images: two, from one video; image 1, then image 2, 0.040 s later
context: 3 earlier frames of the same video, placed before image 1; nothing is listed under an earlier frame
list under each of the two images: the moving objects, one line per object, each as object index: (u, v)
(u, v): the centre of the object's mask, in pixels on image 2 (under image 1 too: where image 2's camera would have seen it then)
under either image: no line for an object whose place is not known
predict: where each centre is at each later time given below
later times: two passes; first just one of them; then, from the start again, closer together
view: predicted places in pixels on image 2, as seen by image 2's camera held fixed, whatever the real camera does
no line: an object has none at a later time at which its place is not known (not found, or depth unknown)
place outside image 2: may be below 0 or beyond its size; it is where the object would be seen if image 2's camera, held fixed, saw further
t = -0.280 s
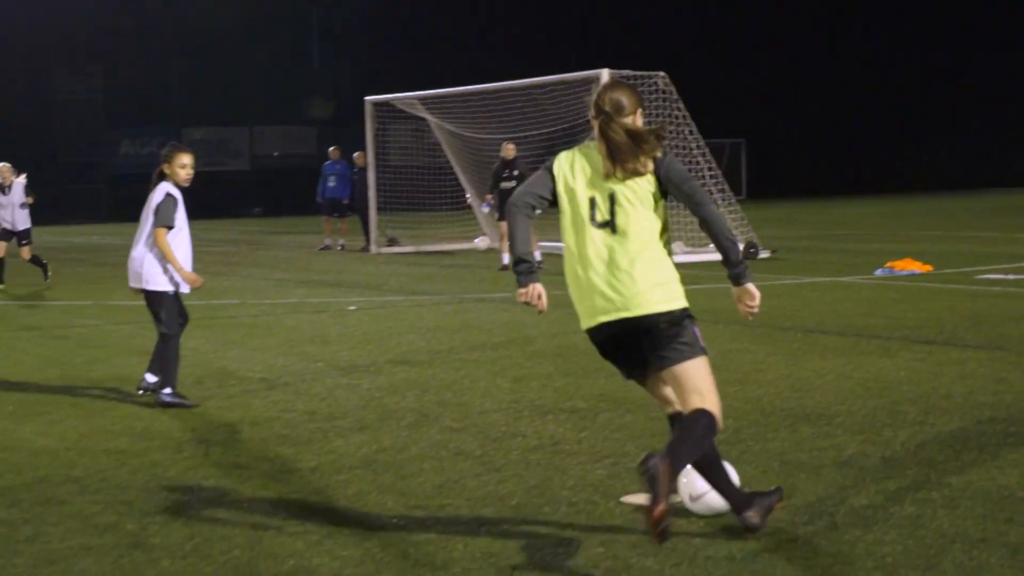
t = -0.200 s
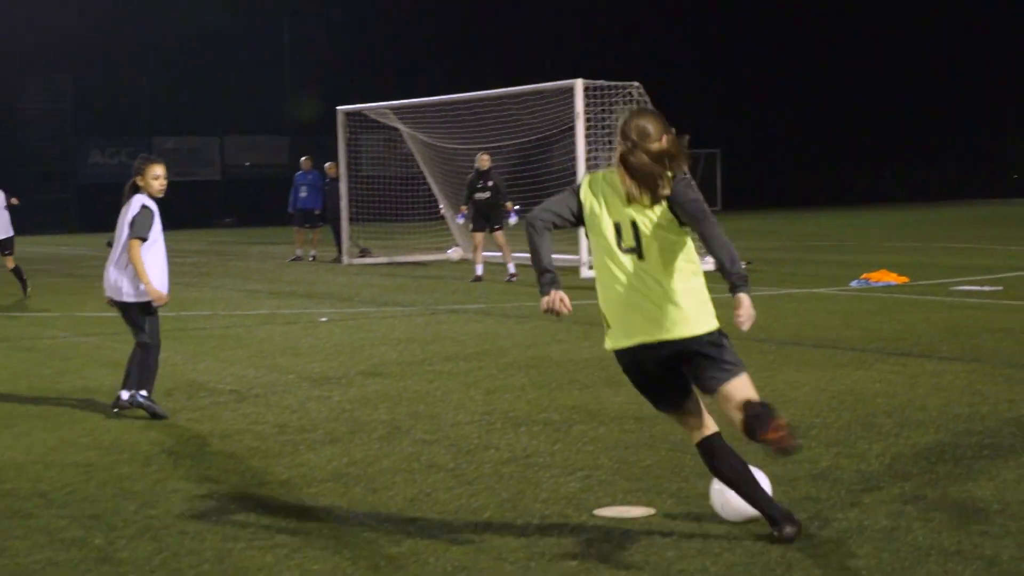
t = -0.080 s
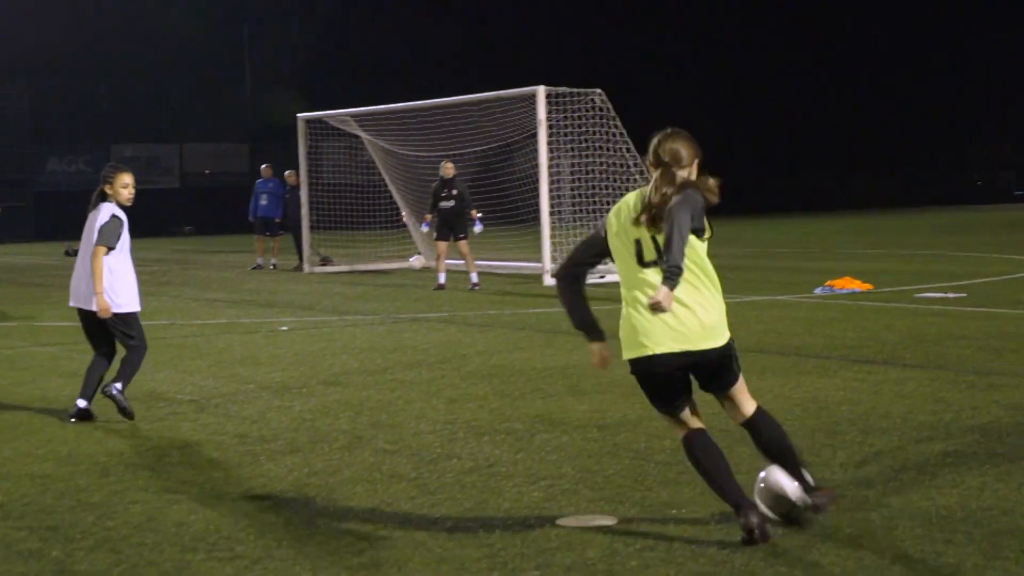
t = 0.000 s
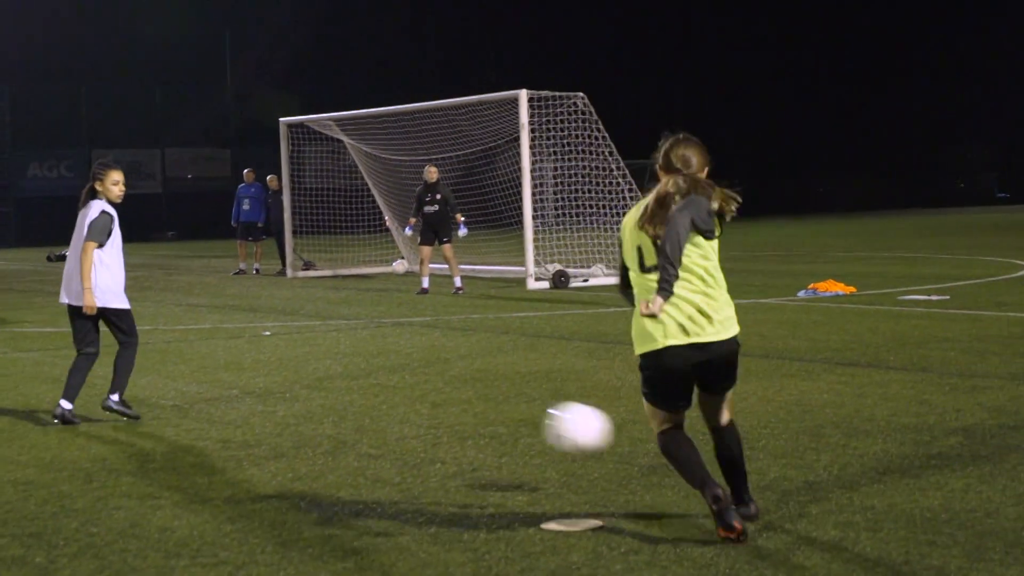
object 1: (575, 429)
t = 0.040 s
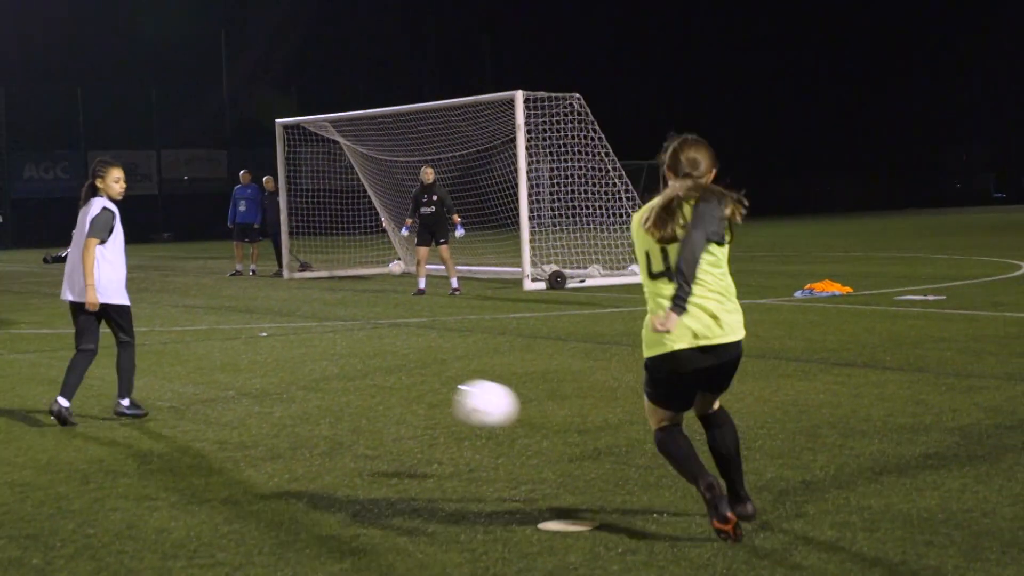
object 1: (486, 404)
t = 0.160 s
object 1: (267, 358)
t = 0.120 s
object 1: (333, 370)
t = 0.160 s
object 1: (267, 358)
